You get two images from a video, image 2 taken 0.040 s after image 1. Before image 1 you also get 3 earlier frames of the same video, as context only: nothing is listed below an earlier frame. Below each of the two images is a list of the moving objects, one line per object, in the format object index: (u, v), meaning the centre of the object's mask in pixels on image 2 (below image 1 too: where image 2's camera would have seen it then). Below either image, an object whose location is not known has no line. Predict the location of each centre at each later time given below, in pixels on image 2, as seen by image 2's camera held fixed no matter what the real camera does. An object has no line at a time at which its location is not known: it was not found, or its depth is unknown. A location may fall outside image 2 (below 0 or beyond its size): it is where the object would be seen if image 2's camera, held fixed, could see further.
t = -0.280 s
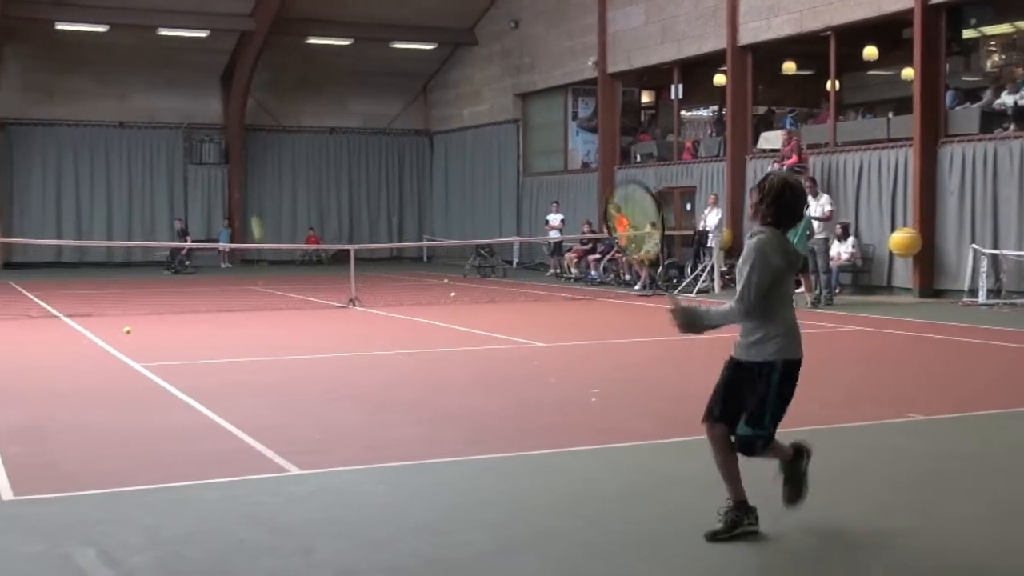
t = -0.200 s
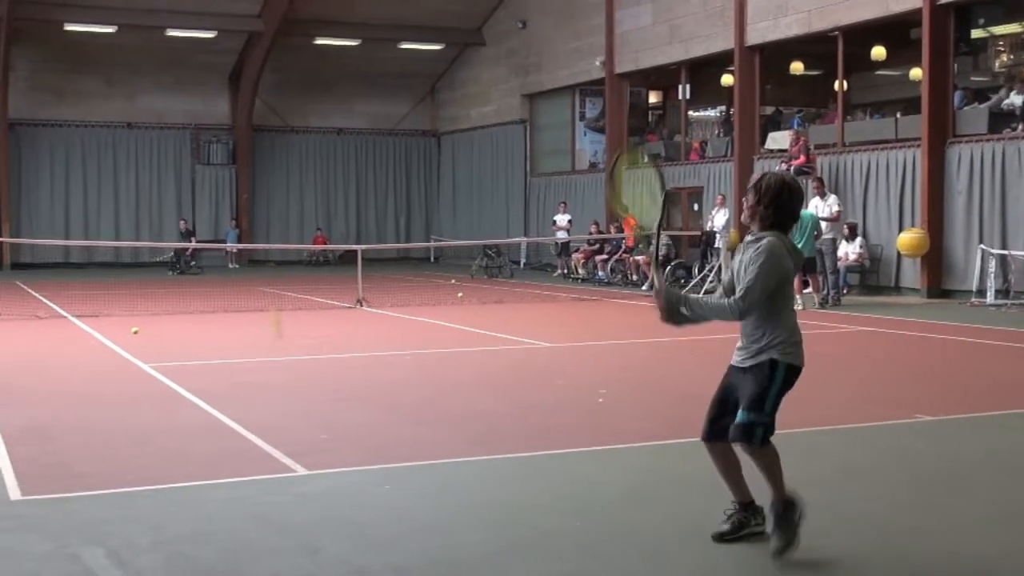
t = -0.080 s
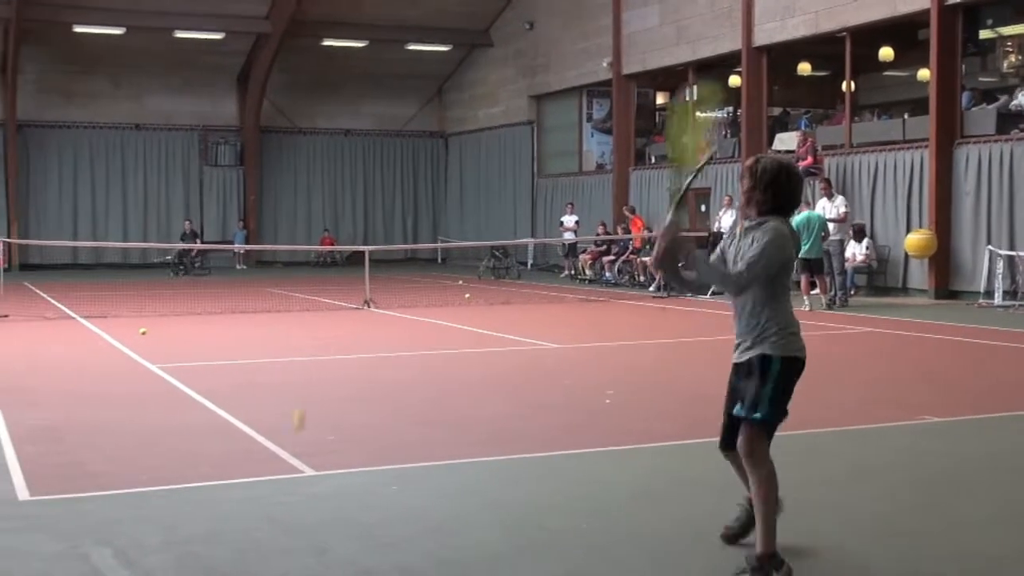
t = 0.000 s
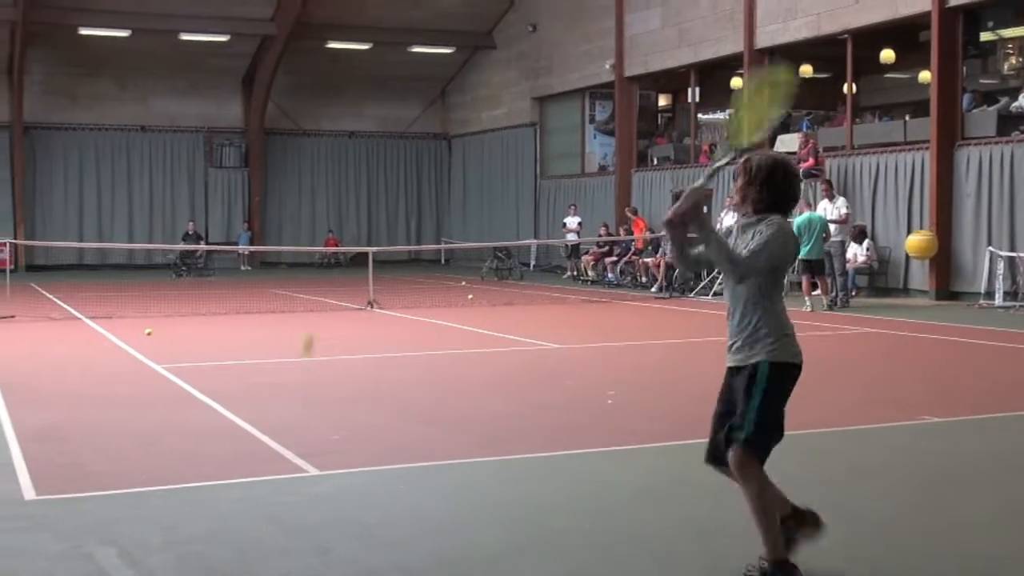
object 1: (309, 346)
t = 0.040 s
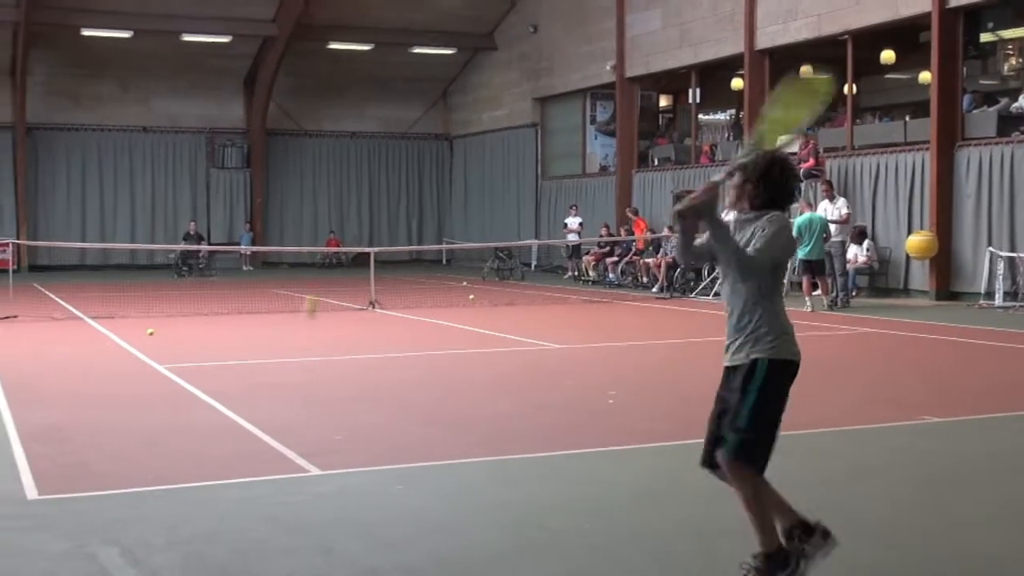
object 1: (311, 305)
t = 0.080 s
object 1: (311, 270)
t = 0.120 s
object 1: (314, 238)
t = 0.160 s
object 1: (318, 211)
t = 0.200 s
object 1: (322, 184)
